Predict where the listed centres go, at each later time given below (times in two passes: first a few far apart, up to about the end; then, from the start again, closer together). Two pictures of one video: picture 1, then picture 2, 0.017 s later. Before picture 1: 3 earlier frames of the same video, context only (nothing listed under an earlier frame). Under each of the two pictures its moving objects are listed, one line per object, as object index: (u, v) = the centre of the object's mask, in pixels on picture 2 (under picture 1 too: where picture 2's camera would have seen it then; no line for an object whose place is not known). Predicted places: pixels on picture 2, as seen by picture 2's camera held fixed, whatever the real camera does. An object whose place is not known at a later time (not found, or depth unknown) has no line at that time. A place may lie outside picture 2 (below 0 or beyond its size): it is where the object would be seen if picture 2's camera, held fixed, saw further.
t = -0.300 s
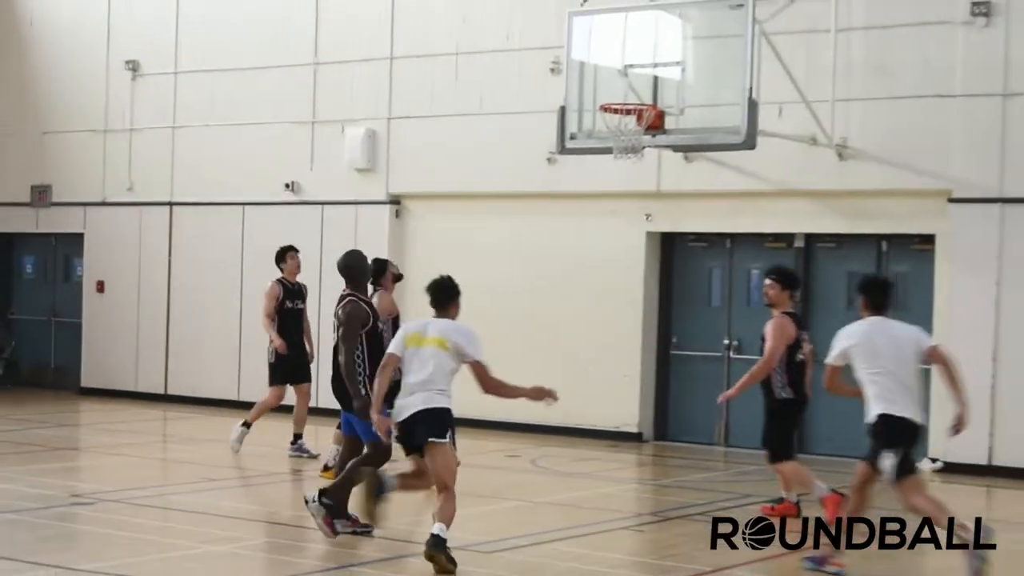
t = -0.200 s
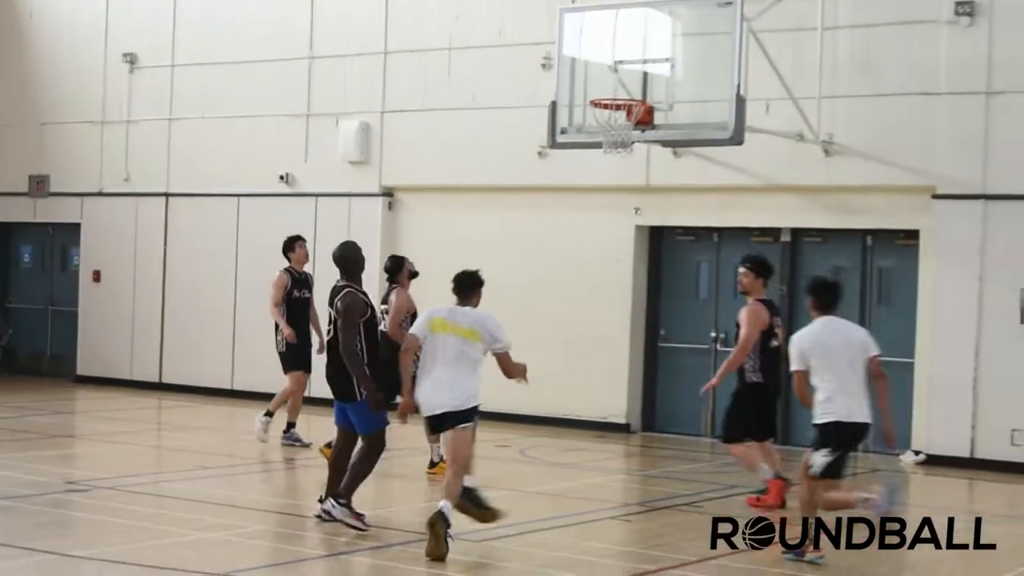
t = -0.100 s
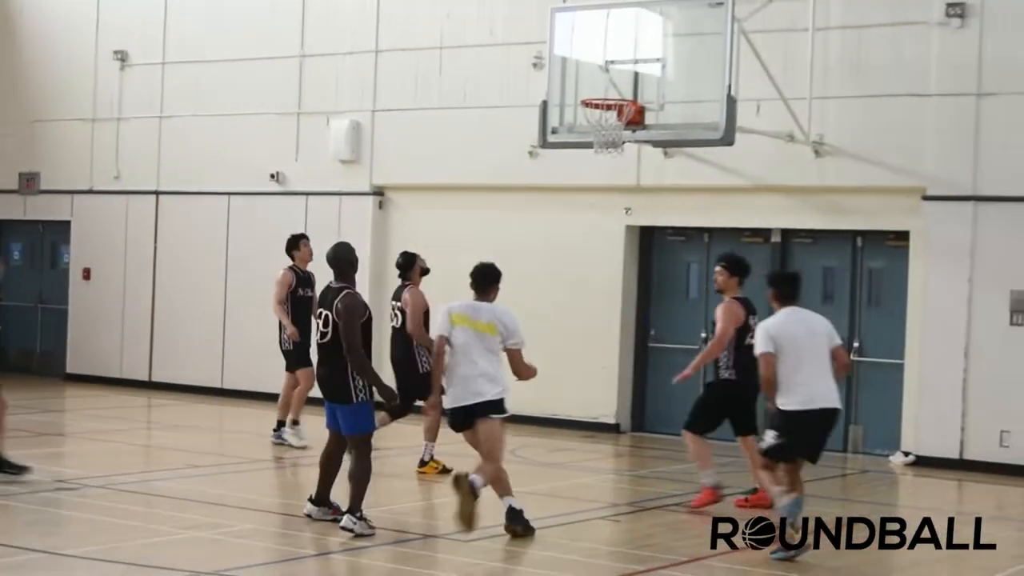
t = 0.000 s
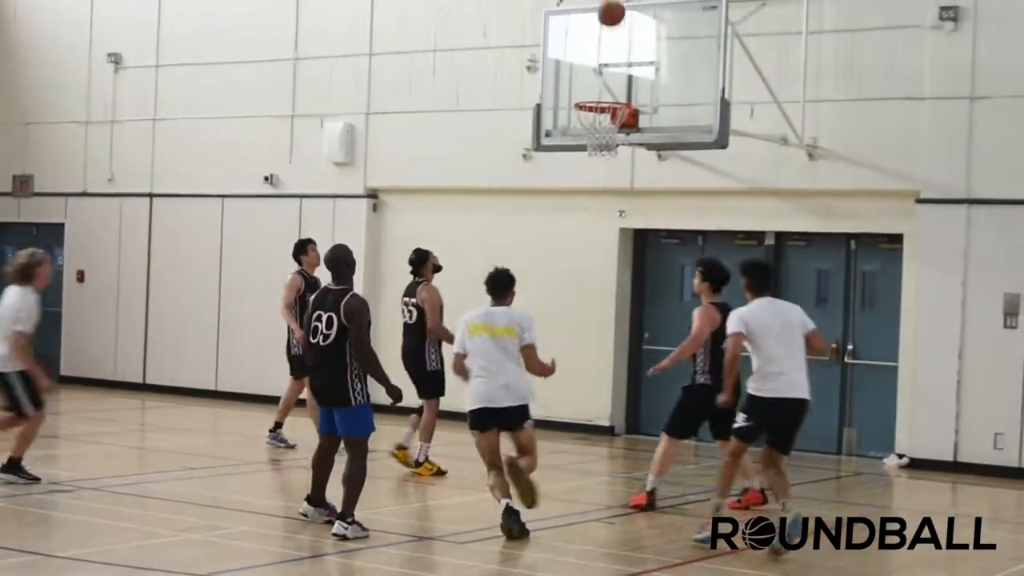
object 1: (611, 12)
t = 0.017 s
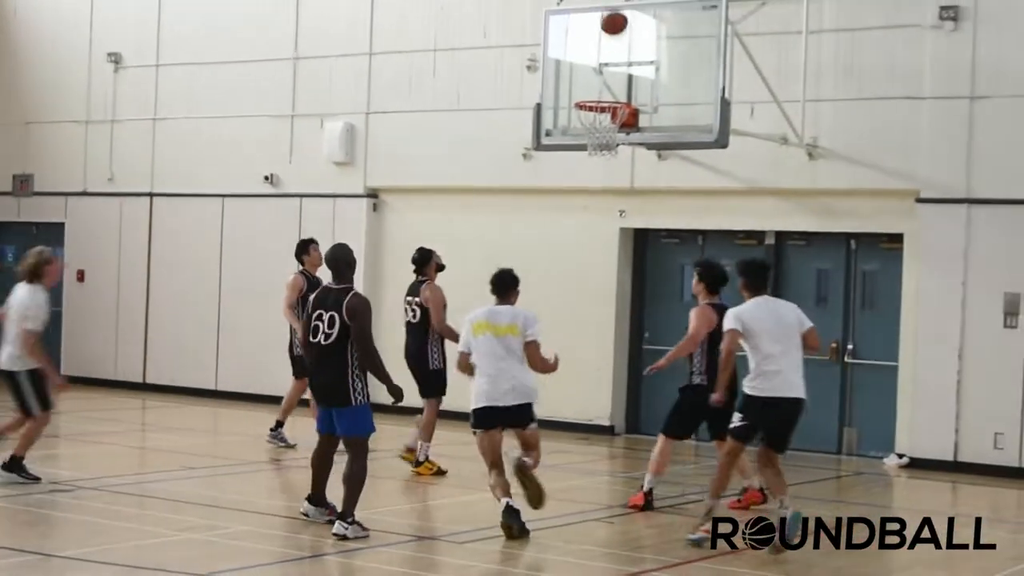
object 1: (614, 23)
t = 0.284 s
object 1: (630, 39)
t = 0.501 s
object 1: (606, 1)
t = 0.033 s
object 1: (617, 33)
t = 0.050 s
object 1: (620, 42)
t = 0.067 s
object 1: (622, 53)
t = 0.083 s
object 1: (625, 64)
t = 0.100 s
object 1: (628, 74)
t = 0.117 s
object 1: (630, 86)
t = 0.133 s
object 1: (632, 91)
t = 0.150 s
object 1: (635, 88)
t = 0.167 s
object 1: (639, 82)
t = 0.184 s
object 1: (640, 75)
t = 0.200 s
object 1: (638, 69)
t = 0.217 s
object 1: (637, 62)
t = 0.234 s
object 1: (635, 56)
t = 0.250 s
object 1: (633, 51)
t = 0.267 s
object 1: (632, 45)
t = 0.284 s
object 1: (630, 39)
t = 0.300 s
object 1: (628, 35)
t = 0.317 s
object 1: (626, 30)
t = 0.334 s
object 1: (625, 26)
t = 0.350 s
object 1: (623, 22)
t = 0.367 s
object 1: (621, 18)
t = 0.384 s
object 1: (619, 15)
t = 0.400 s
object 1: (617, 11)
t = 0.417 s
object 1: (615, 8)
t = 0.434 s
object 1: (613, 6)
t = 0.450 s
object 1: (611, 5)
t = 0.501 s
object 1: (606, 1)
